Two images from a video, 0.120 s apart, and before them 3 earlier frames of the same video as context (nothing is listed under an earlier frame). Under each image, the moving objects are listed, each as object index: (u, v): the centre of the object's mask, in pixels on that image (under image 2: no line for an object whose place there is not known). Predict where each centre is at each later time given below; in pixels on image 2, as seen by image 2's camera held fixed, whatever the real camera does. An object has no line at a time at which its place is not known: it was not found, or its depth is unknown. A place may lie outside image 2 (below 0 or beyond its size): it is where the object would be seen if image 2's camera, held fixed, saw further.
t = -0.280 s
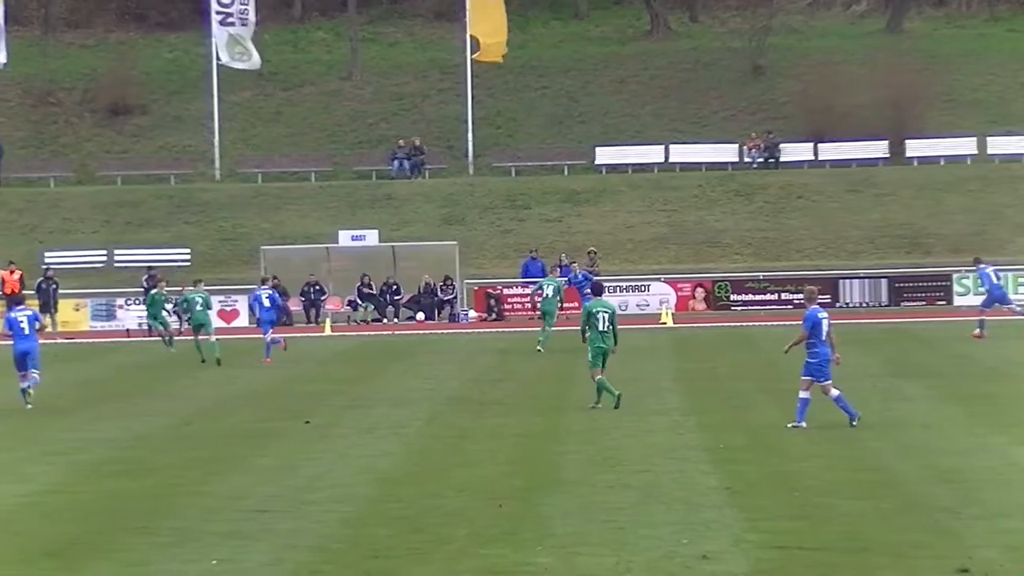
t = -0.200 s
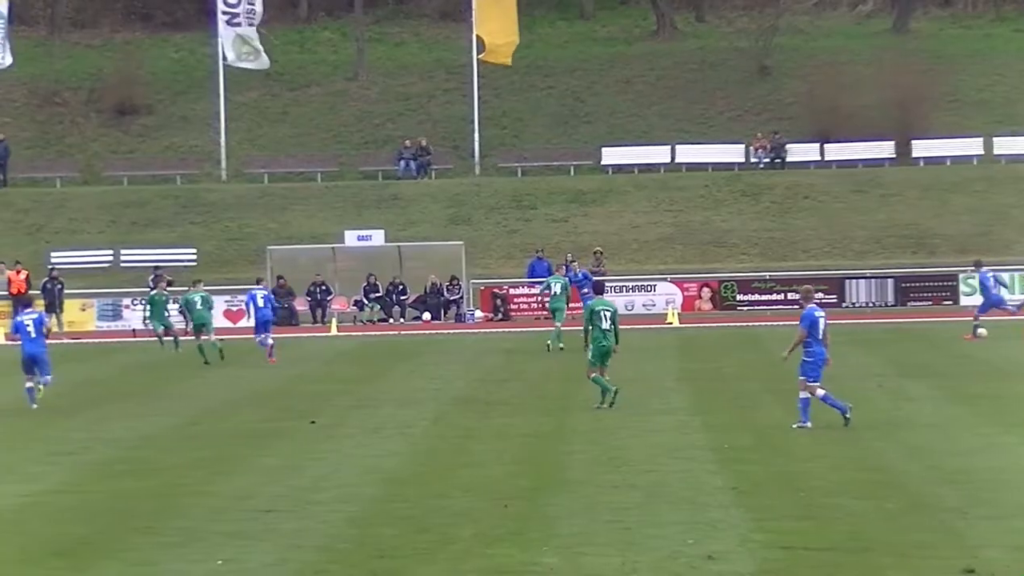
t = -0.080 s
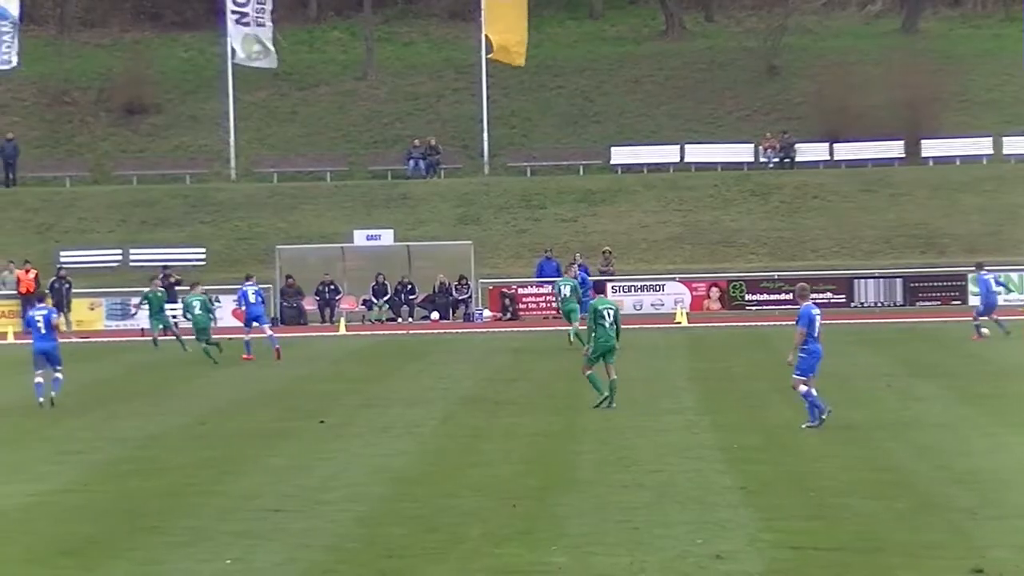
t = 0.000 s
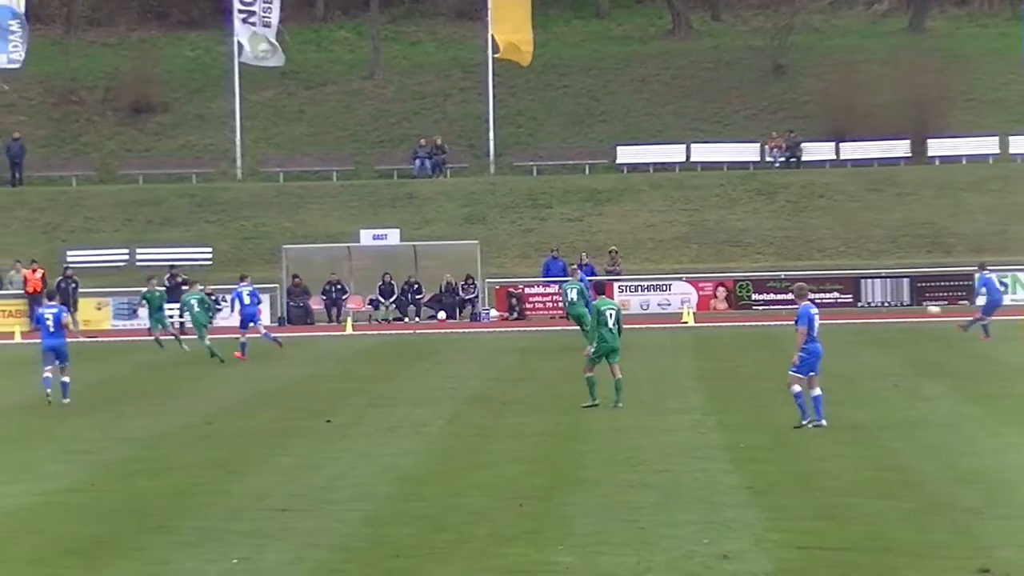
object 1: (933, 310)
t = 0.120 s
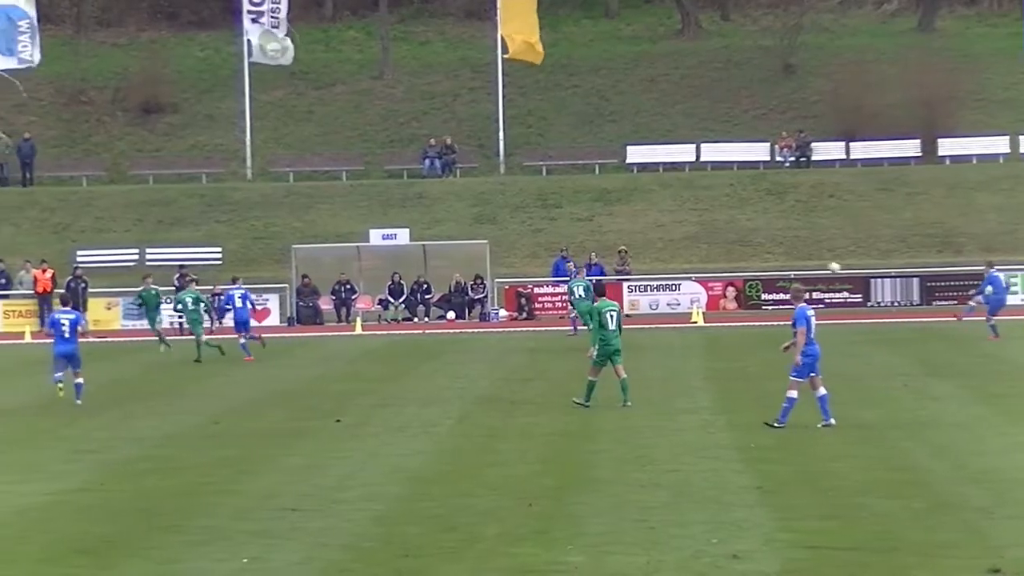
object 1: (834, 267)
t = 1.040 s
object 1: (240, 89)
